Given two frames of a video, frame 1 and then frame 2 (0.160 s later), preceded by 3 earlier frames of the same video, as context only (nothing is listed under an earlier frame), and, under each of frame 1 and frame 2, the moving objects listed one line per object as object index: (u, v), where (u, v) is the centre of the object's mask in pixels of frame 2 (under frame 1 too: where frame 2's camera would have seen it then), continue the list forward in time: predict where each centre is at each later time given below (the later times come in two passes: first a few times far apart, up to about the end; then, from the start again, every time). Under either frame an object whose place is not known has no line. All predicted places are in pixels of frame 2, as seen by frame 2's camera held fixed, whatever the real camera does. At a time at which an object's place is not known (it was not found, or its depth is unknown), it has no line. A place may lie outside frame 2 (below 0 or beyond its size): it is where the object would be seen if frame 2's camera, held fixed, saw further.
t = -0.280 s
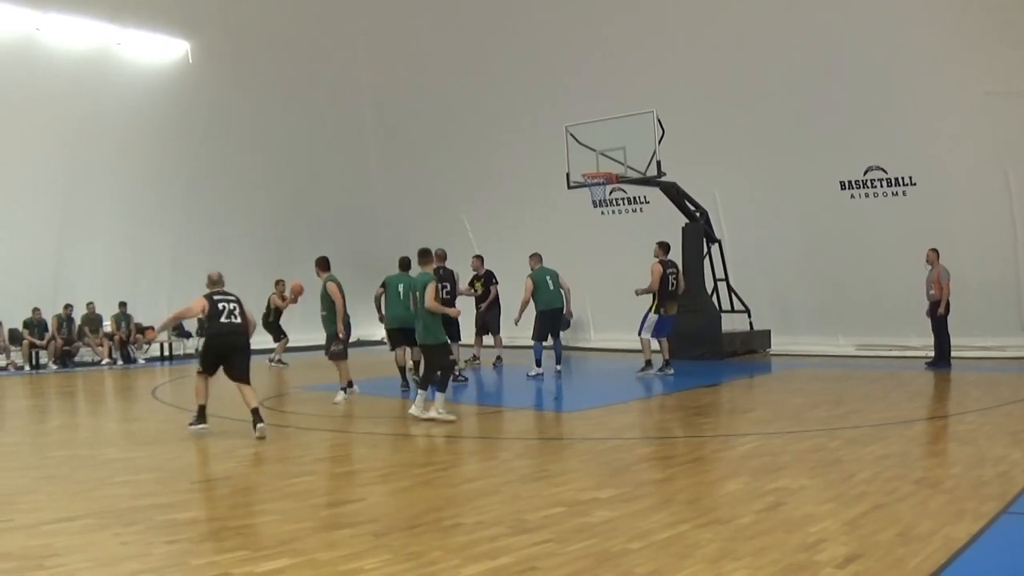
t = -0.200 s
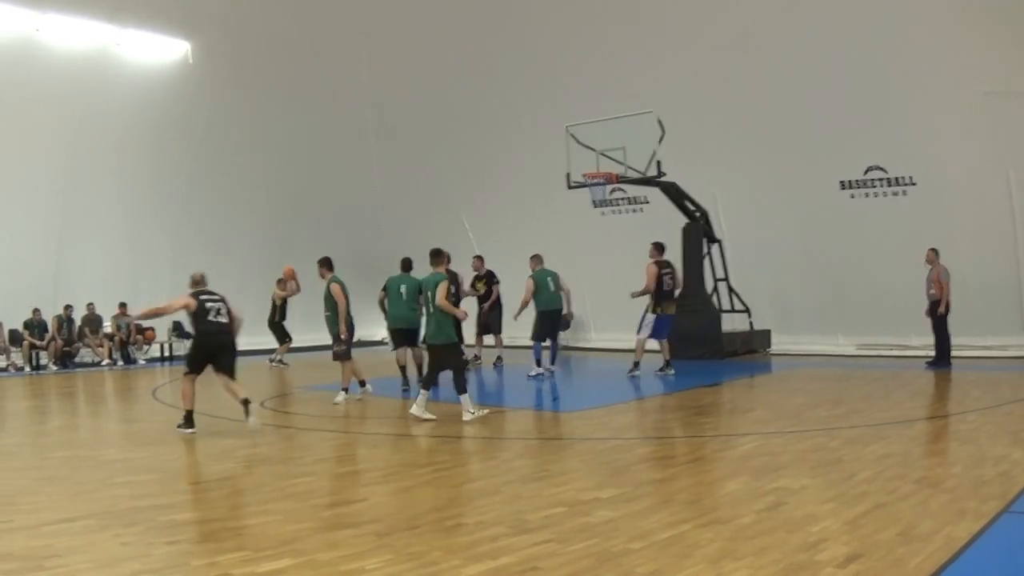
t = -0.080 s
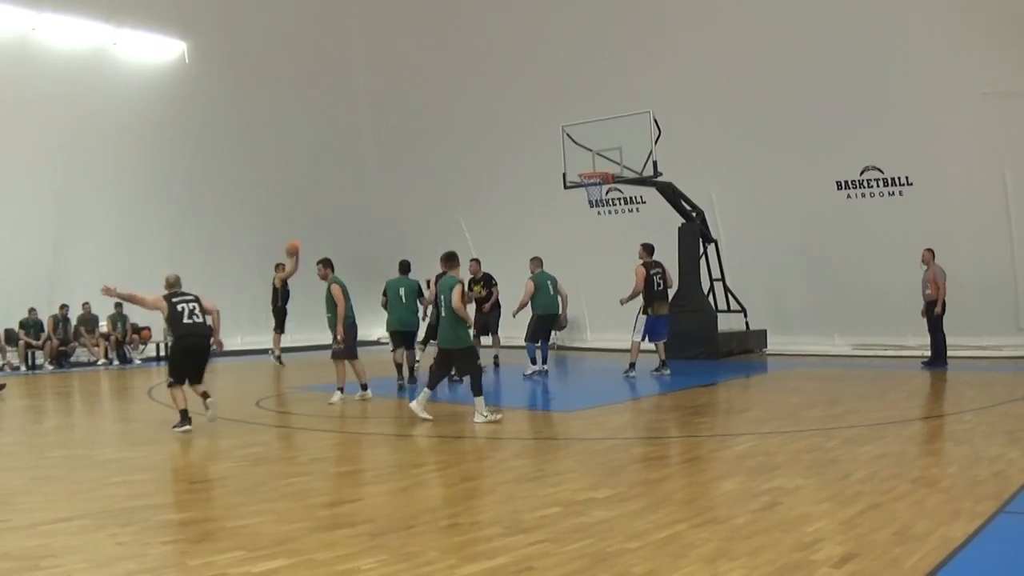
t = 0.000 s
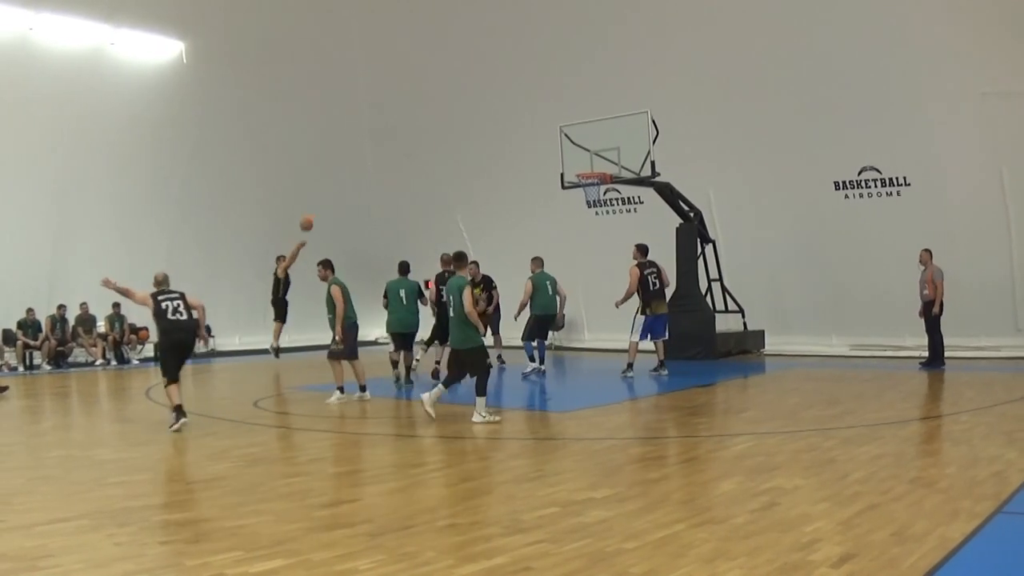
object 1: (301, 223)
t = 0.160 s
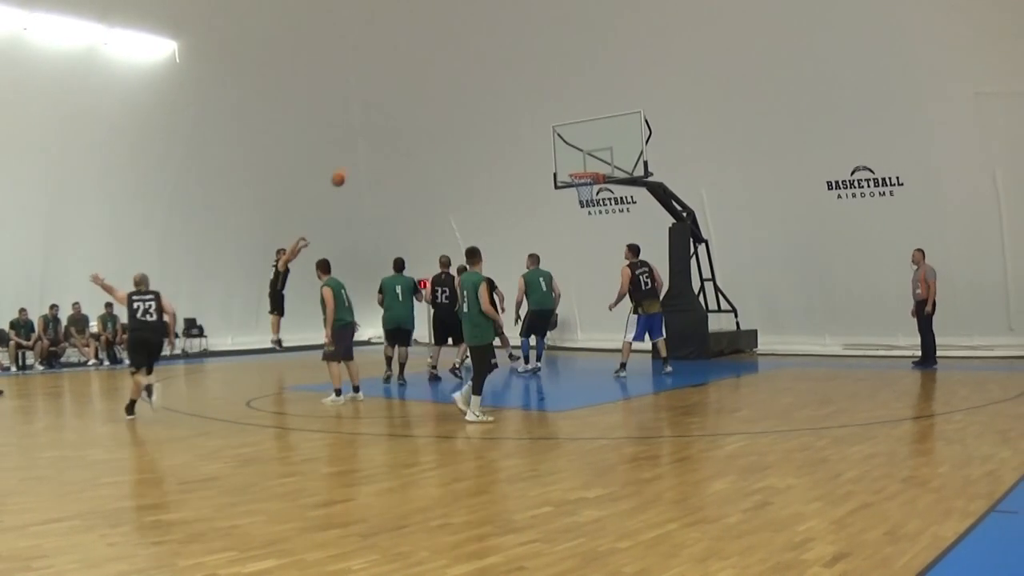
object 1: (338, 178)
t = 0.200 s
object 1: (347, 169)
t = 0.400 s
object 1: (395, 136)
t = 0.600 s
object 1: (449, 125)
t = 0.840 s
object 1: (519, 143)
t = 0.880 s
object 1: (531, 149)
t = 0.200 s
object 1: (347, 169)
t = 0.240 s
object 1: (356, 161)
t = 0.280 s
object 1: (366, 153)
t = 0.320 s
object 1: (375, 147)
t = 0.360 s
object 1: (385, 141)
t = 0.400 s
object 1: (395, 136)
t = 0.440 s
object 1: (405, 132)
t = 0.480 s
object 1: (416, 129)
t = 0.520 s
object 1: (427, 126)
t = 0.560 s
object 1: (437, 125)
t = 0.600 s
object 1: (449, 125)
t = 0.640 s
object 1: (460, 126)
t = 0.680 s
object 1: (472, 127)
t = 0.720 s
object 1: (484, 129)
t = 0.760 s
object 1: (495, 133)
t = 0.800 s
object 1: (507, 137)
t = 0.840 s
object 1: (519, 143)
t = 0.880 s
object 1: (531, 149)
